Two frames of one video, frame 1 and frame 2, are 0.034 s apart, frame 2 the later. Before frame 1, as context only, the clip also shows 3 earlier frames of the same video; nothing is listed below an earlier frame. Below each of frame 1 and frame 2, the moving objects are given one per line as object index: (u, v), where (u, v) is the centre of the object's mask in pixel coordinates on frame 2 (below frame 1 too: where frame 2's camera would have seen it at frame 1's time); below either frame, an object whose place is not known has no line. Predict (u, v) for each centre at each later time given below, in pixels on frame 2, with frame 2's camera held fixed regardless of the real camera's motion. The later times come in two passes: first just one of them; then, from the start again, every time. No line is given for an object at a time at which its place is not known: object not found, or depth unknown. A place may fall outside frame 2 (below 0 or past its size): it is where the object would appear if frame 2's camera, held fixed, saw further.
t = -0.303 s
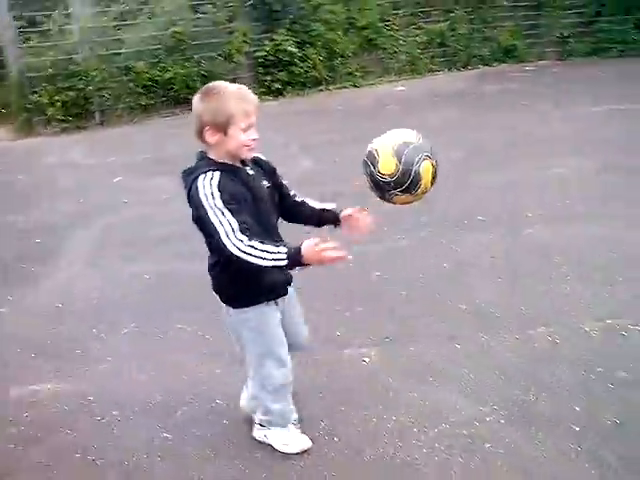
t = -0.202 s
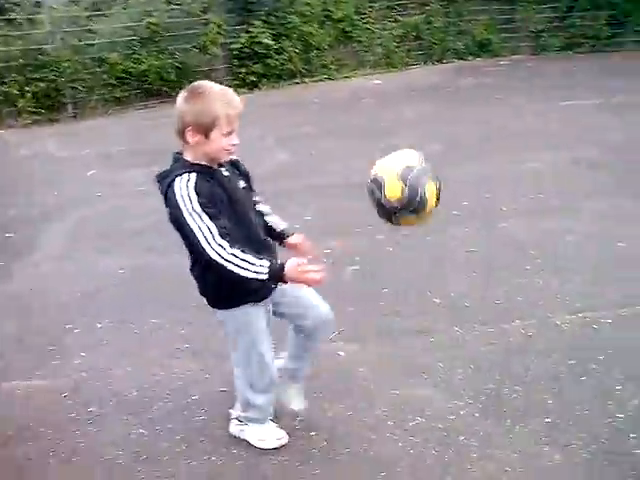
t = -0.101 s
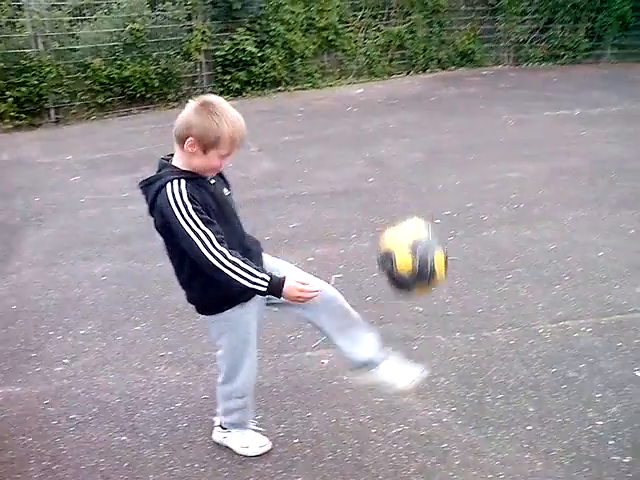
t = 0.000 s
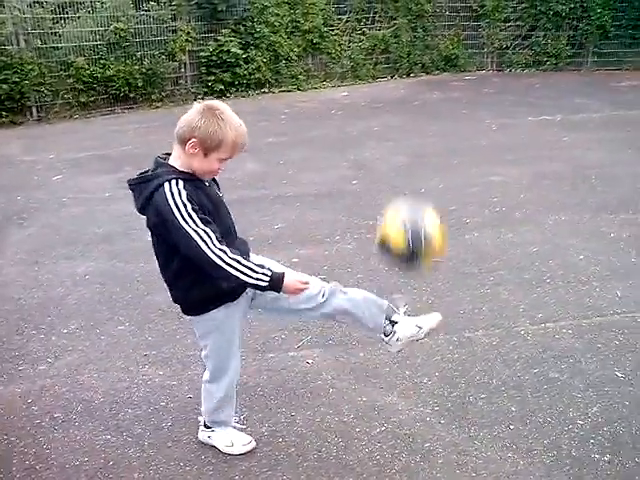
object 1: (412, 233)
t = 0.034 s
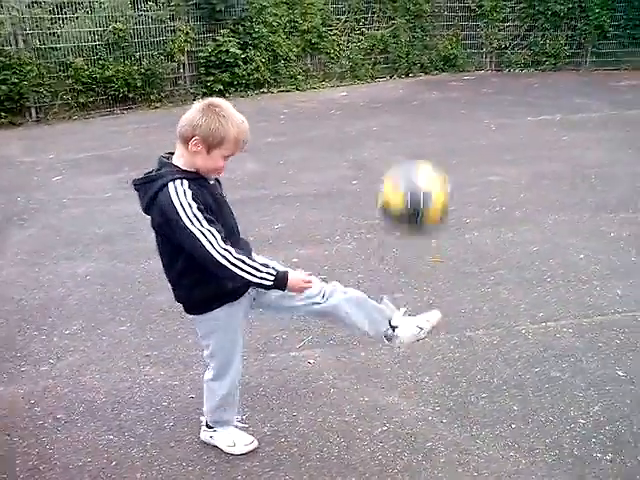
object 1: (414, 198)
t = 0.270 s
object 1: (430, 5)
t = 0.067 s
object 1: (417, 160)
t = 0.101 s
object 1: (420, 126)
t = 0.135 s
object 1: (423, 93)
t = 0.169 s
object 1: (425, 64)
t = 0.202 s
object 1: (426, 37)
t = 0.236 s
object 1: (429, 17)
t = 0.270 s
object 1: (430, 5)
